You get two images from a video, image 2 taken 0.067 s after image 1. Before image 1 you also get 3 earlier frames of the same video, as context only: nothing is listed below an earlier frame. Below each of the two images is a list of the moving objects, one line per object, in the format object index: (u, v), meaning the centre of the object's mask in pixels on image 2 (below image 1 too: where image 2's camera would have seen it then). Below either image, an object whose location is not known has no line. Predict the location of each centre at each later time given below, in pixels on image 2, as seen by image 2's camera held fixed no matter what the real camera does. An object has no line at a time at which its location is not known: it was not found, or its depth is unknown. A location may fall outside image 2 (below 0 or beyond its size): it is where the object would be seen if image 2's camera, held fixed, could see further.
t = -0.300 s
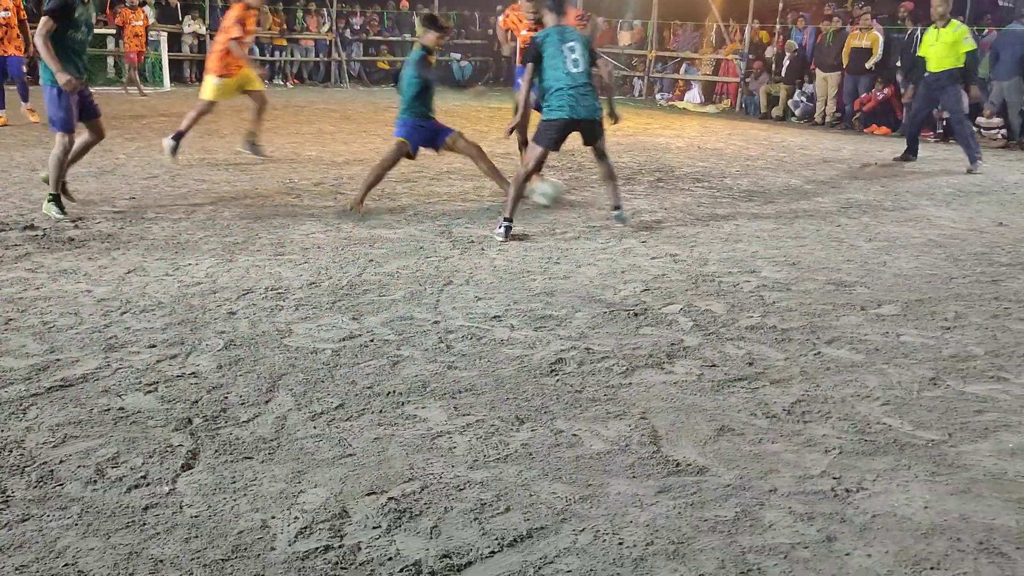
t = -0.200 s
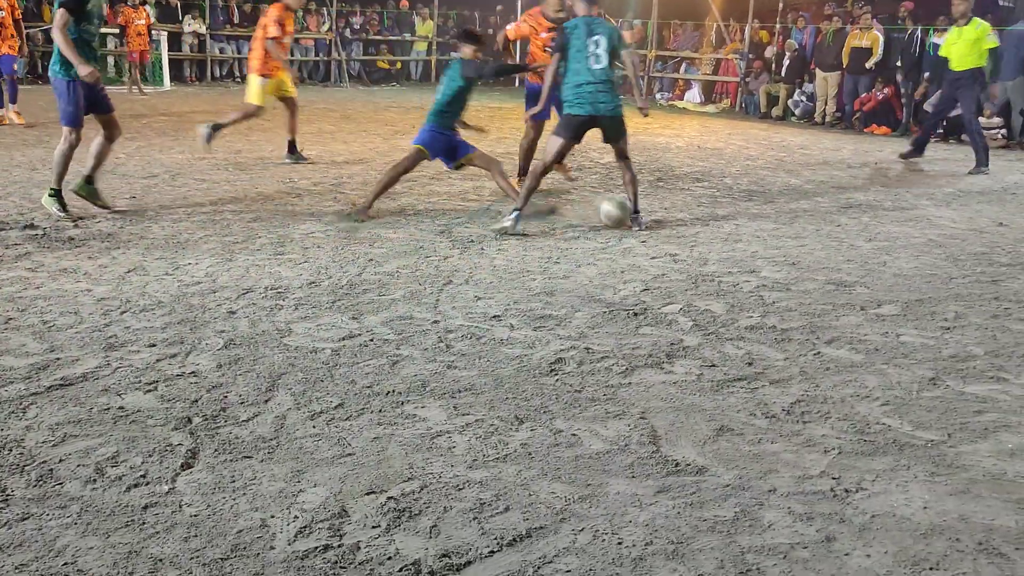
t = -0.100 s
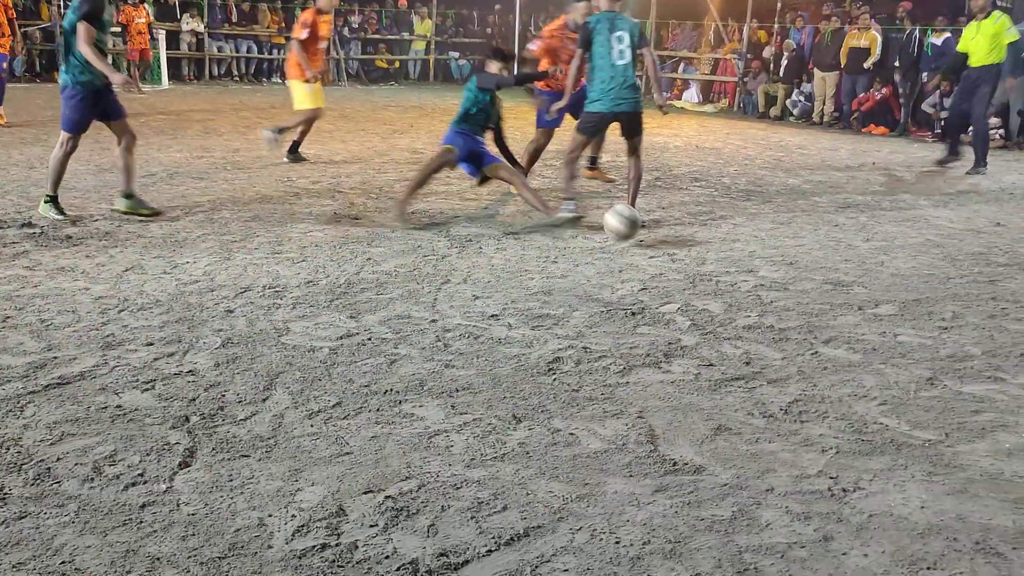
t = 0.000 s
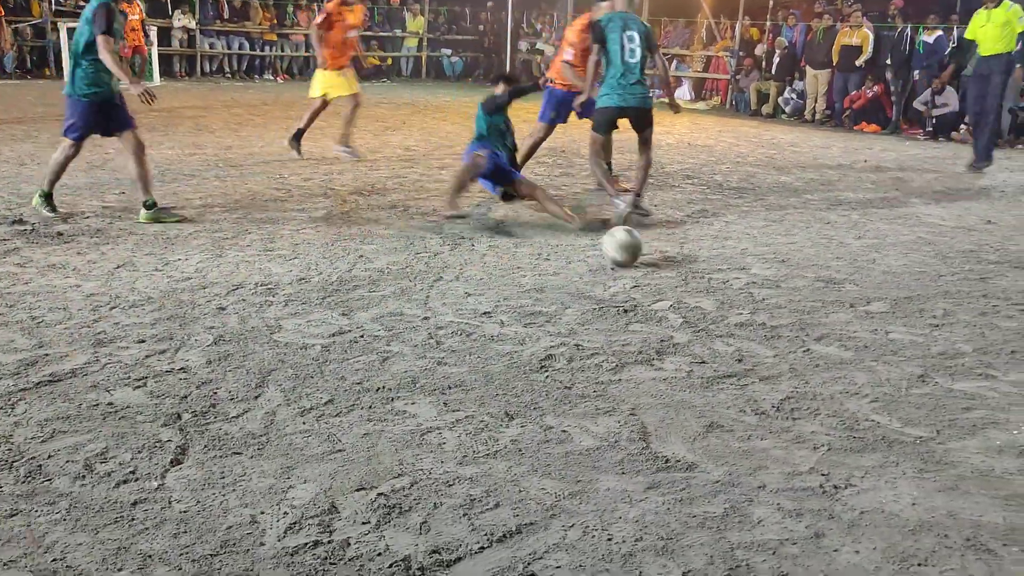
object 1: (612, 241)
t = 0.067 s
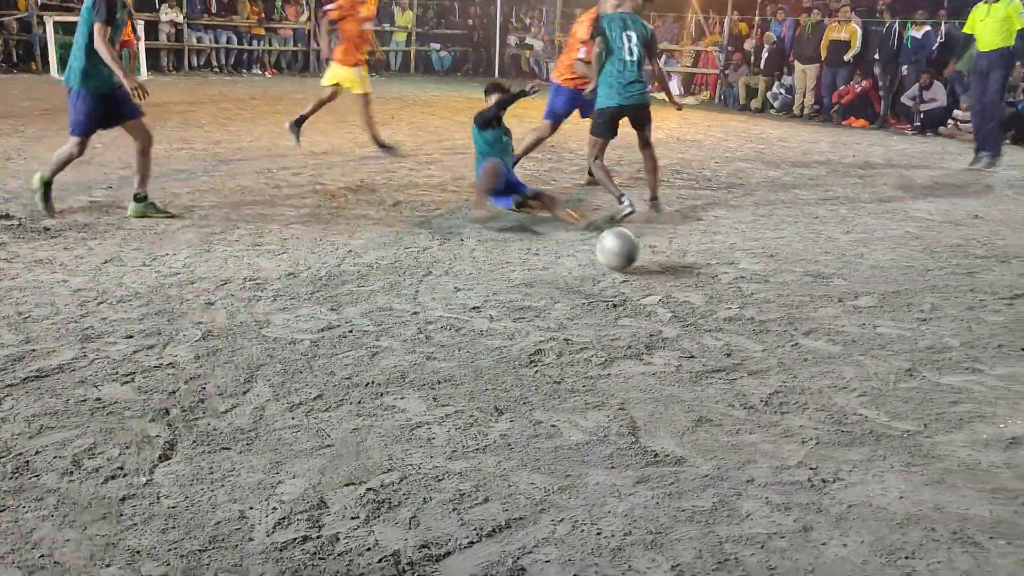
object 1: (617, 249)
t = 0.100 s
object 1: (621, 257)
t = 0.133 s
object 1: (625, 269)
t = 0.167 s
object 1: (627, 275)
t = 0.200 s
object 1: (632, 281)
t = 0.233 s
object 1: (637, 289)
